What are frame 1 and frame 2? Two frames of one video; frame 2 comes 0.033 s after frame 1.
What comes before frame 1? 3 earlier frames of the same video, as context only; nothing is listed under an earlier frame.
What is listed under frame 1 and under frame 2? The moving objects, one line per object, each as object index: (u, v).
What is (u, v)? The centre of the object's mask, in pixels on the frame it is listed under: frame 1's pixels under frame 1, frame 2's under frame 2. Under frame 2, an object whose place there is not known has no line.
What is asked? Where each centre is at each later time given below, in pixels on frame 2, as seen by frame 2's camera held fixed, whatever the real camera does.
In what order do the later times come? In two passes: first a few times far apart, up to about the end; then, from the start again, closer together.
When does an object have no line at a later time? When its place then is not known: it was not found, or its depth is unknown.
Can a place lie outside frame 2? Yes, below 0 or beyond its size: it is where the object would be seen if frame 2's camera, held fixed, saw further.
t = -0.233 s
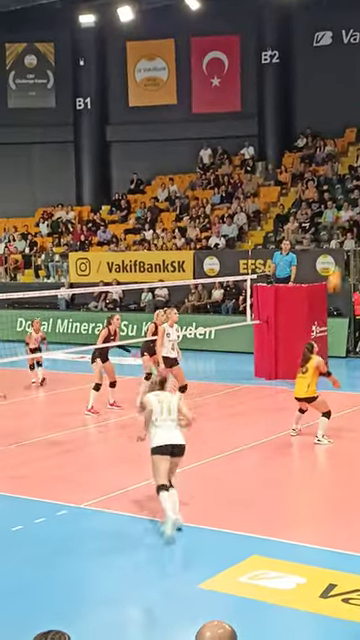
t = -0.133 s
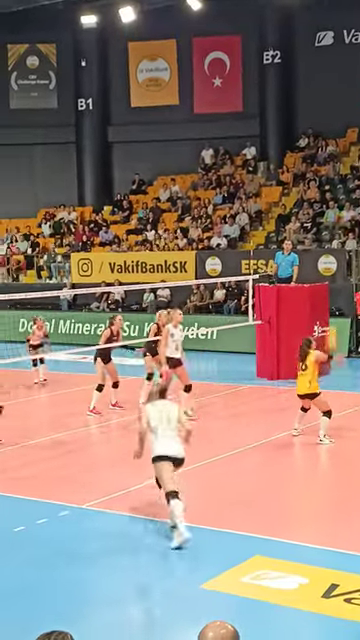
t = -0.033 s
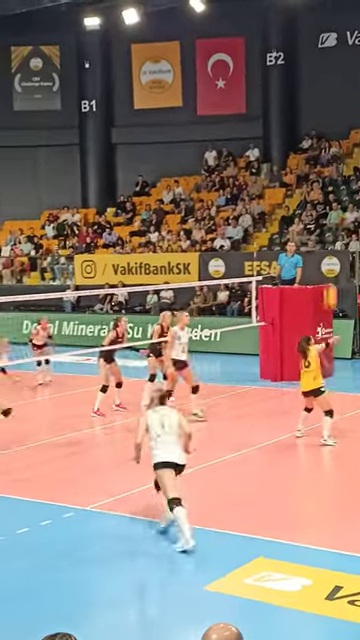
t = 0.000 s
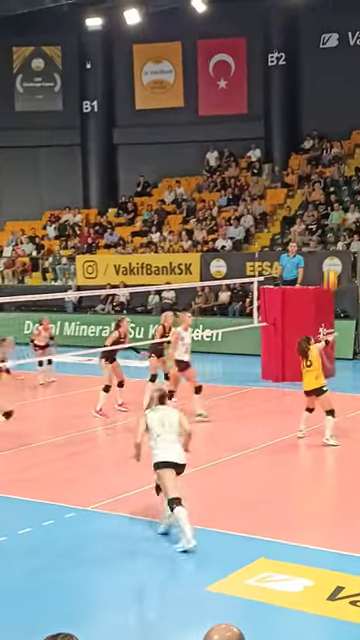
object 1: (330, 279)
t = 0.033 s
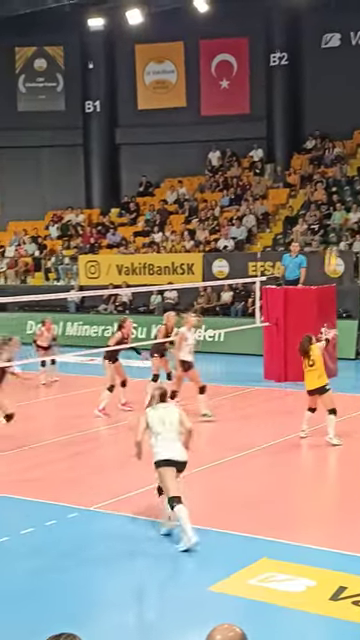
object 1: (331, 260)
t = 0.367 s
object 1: (319, 133)
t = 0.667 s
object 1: (315, 90)
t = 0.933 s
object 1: (312, 96)
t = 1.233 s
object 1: (308, 146)
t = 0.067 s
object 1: (330, 242)
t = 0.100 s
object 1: (329, 229)
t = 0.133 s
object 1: (328, 212)
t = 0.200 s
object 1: (326, 185)
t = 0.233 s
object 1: (325, 172)
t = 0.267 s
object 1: (324, 162)
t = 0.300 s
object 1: (323, 151)
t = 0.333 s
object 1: (321, 142)
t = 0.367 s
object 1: (319, 133)
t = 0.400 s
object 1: (317, 126)
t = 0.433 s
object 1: (316, 118)
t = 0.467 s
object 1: (315, 112)
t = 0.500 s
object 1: (315, 107)
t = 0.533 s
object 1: (315, 102)
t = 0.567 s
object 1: (315, 98)
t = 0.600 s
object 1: (315, 94)
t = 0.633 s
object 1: (315, 91)
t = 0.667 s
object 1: (315, 90)
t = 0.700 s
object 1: (315, 88)
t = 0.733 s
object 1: (314, 88)
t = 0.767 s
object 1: (314, 88)
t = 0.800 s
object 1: (313, 88)
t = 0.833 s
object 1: (313, 89)
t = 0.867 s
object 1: (312, 91)
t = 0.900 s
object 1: (312, 93)
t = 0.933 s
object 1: (312, 96)
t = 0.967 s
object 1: (311, 100)
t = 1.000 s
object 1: (311, 104)
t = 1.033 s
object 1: (310, 108)
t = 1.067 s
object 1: (309, 113)
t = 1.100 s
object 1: (309, 119)
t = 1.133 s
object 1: (309, 125)
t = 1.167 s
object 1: (308, 132)
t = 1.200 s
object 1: (308, 140)
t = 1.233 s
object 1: (308, 146)
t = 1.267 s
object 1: (307, 154)
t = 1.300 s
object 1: (307, 164)
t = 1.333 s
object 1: (306, 172)
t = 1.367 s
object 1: (305, 182)
